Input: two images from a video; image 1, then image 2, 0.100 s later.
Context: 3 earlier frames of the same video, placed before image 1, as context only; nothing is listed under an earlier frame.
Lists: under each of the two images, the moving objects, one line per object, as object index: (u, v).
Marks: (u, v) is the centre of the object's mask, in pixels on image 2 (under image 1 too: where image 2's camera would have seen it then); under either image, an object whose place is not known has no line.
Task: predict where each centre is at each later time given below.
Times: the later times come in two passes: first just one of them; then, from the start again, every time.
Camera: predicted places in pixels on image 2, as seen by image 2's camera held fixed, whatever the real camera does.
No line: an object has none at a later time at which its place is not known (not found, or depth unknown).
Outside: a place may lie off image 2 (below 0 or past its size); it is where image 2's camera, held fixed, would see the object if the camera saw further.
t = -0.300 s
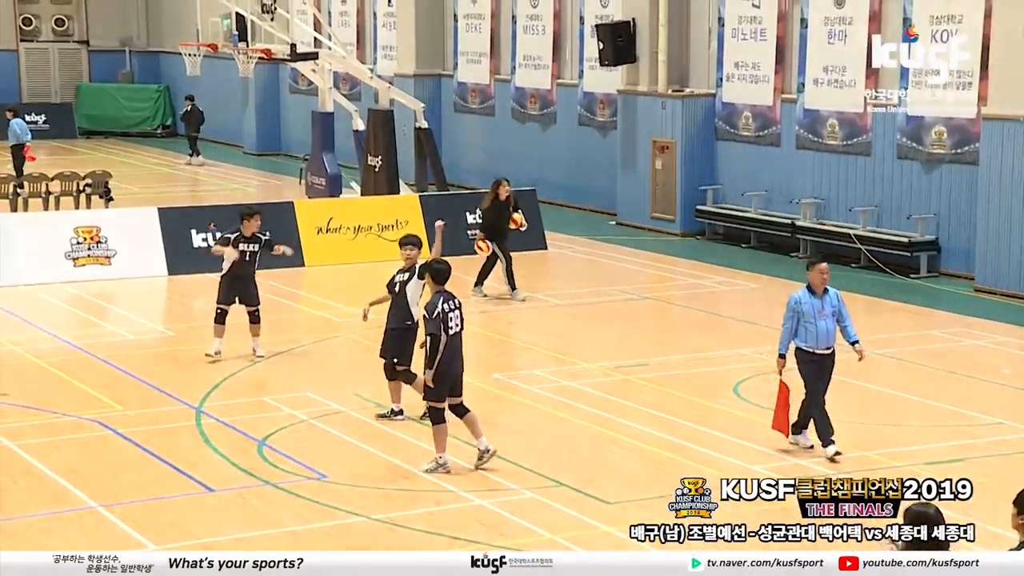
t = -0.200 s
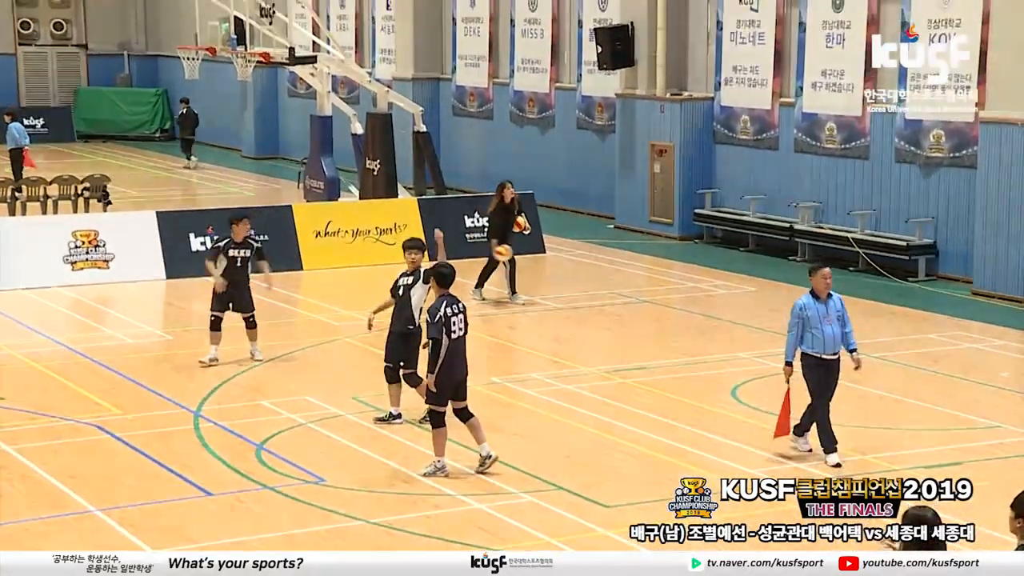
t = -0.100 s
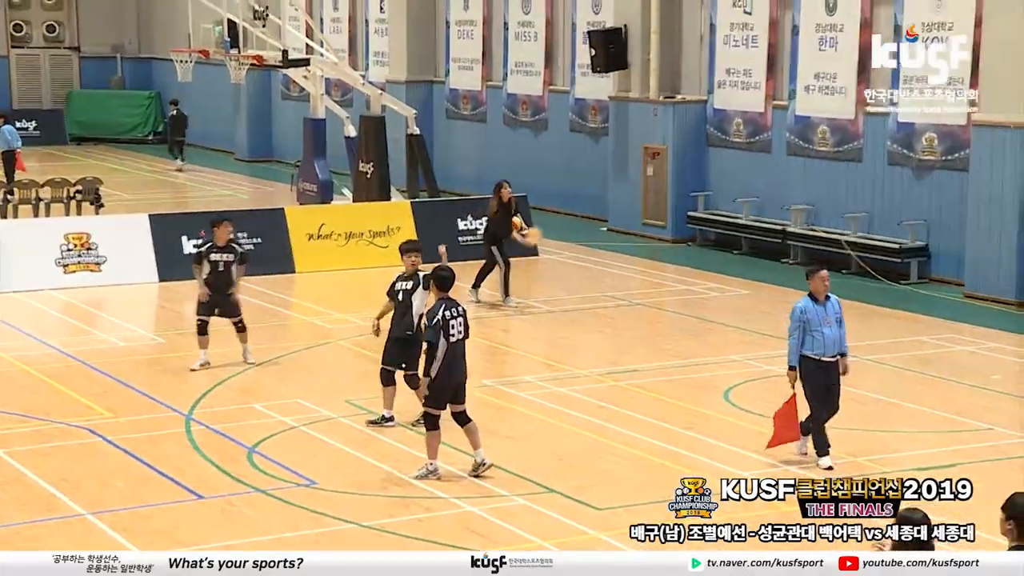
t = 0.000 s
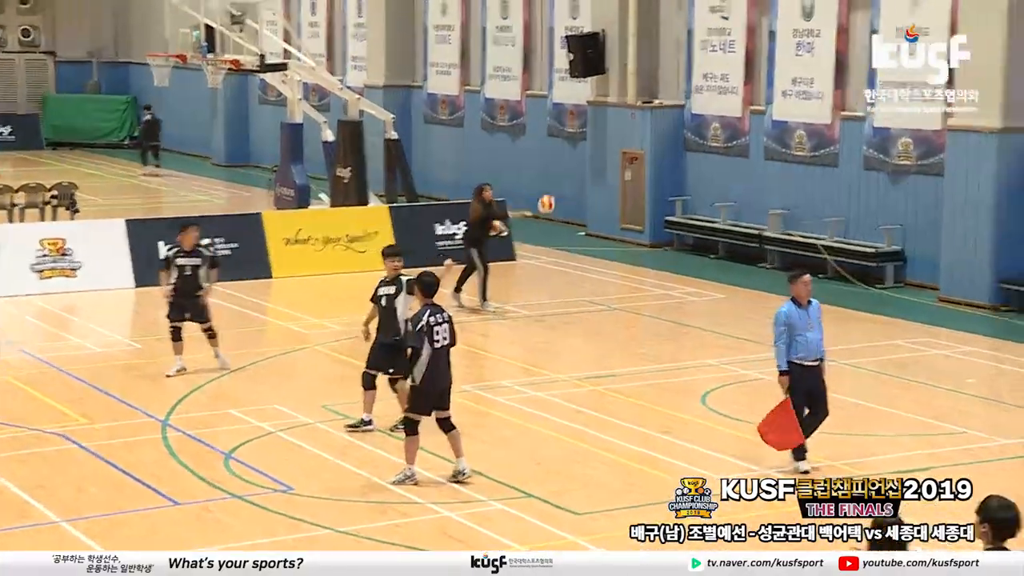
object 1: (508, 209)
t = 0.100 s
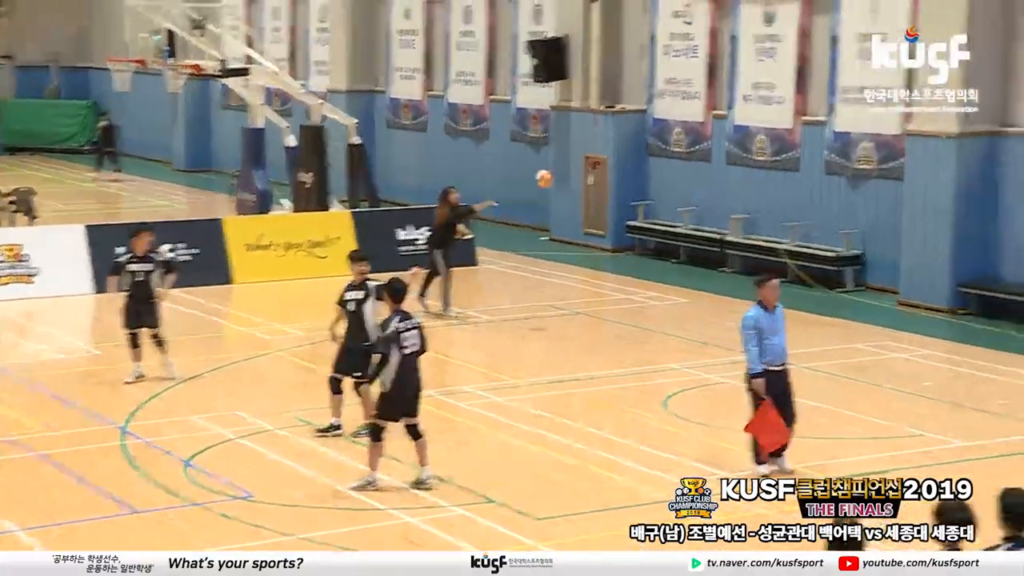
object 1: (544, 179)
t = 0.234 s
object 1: (592, 155)
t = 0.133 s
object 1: (556, 171)
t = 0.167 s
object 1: (568, 167)
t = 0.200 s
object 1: (579, 160)
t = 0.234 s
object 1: (592, 155)
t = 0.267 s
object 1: (604, 149)
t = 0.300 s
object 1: (617, 140)
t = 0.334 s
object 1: (630, 136)
